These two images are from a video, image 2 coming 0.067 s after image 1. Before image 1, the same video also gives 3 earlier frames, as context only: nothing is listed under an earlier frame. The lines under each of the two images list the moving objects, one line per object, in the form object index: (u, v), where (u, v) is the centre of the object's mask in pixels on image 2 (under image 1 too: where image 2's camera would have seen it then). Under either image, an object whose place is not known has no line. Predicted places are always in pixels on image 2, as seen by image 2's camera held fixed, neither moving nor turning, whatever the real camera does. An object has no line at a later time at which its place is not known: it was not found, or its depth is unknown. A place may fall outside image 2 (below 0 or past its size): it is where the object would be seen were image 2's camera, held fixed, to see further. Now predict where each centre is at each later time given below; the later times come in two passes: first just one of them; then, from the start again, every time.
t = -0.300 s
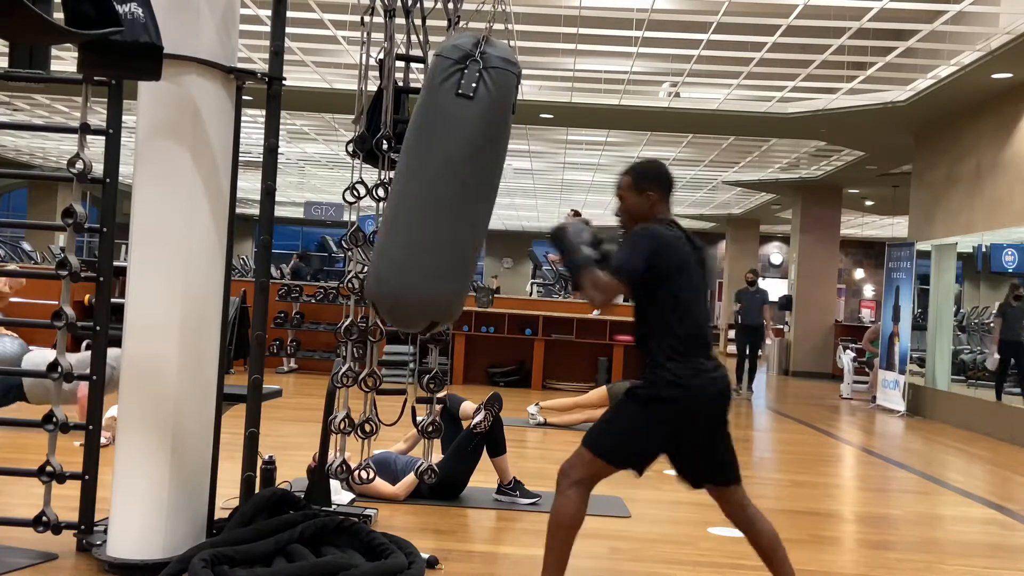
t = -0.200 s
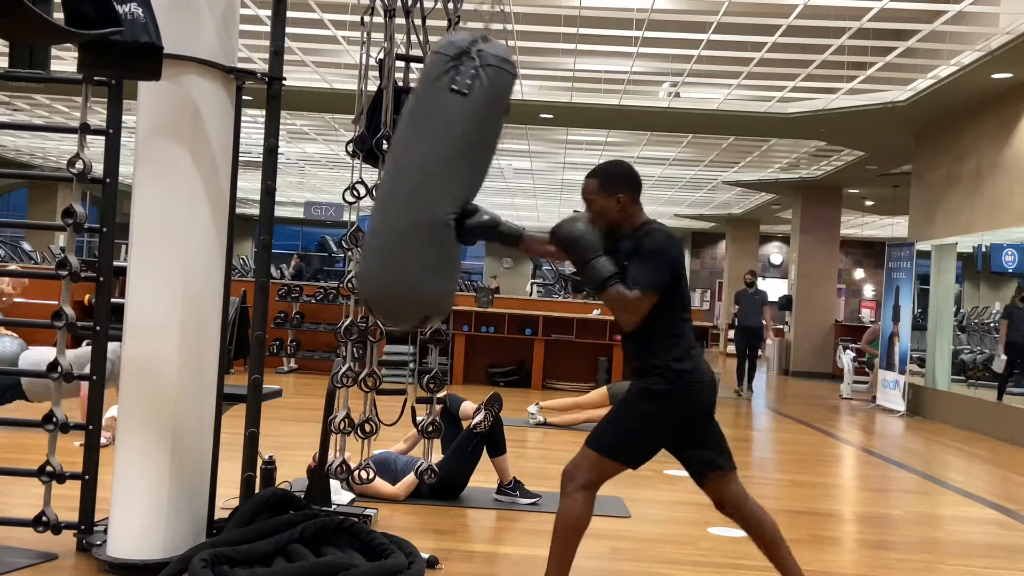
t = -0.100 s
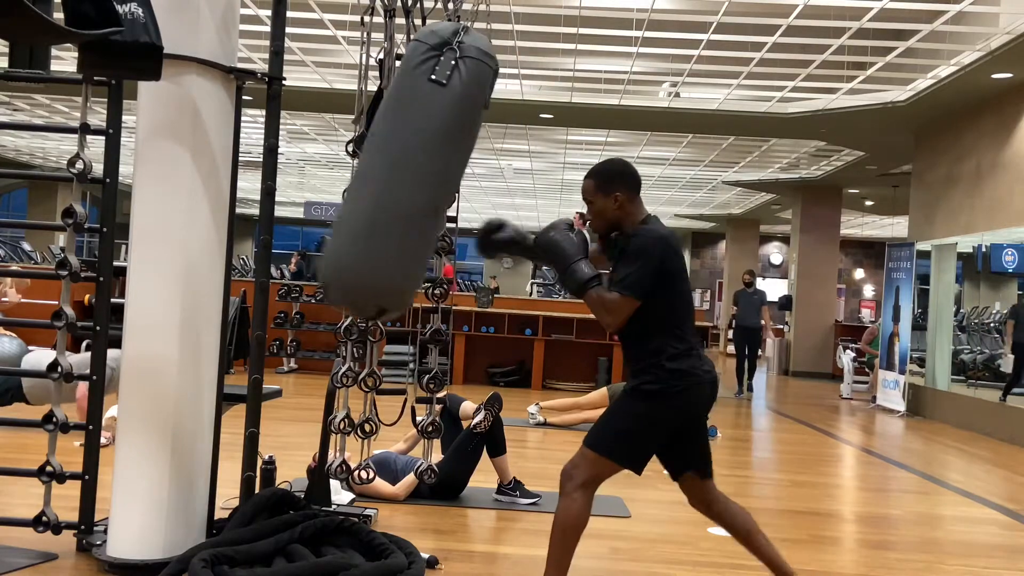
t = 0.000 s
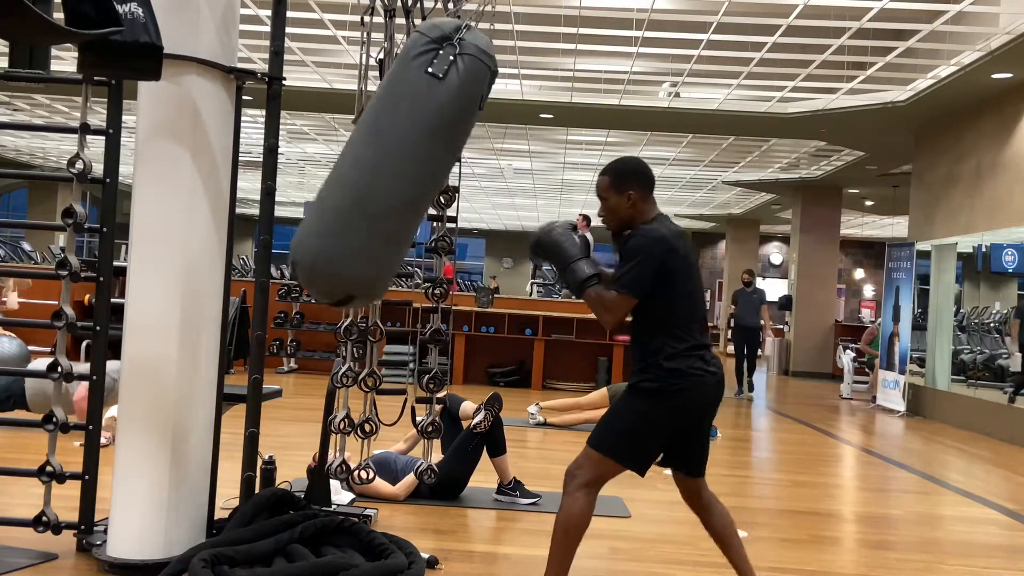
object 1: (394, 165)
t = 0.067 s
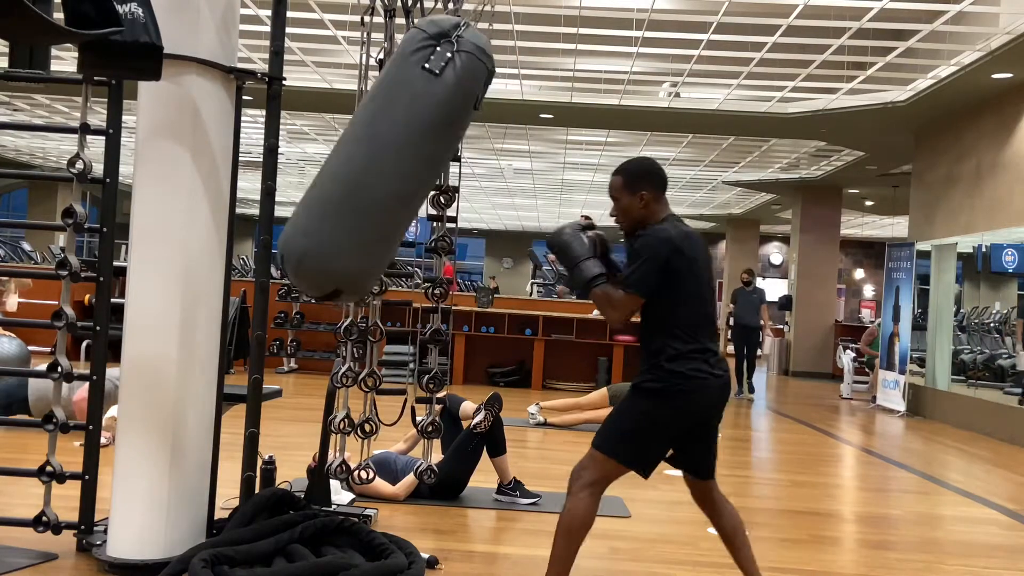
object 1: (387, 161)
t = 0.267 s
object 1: (386, 161)
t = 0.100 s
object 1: (384, 160)
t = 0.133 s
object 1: (382, 159)
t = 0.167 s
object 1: (381, 158)
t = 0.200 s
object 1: (382, 158)
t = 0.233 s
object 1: (384, 159)
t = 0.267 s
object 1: (386, 161)
